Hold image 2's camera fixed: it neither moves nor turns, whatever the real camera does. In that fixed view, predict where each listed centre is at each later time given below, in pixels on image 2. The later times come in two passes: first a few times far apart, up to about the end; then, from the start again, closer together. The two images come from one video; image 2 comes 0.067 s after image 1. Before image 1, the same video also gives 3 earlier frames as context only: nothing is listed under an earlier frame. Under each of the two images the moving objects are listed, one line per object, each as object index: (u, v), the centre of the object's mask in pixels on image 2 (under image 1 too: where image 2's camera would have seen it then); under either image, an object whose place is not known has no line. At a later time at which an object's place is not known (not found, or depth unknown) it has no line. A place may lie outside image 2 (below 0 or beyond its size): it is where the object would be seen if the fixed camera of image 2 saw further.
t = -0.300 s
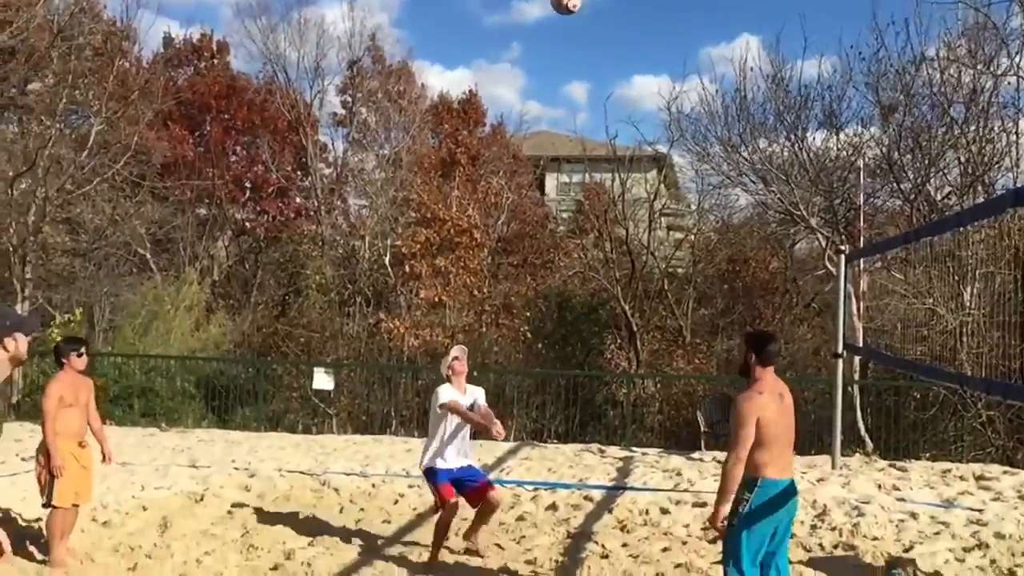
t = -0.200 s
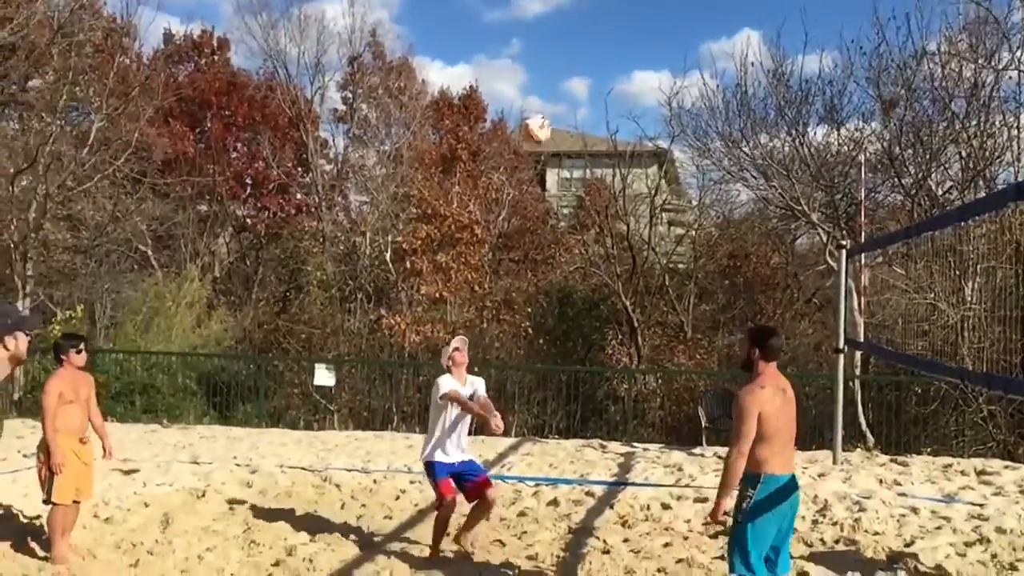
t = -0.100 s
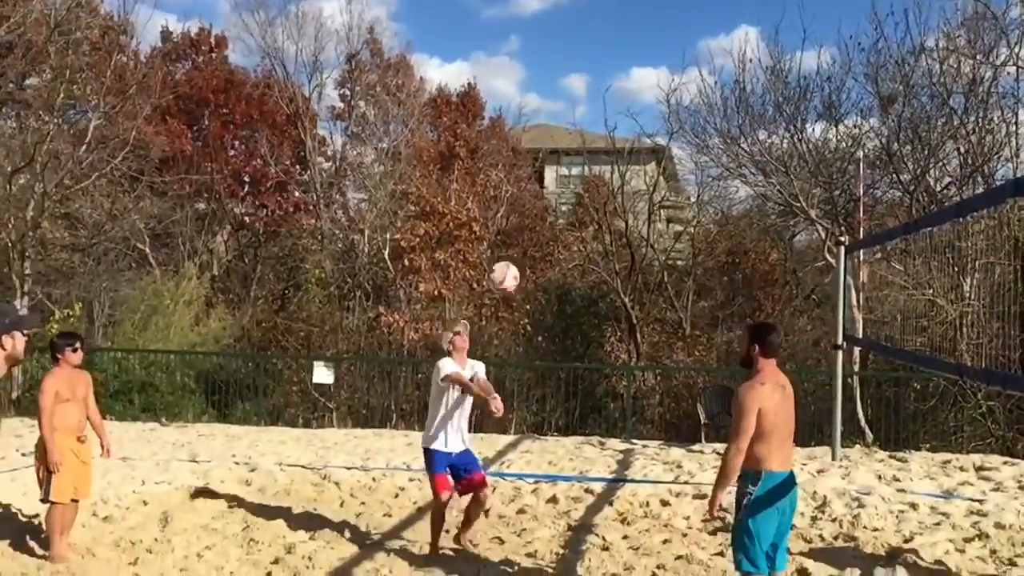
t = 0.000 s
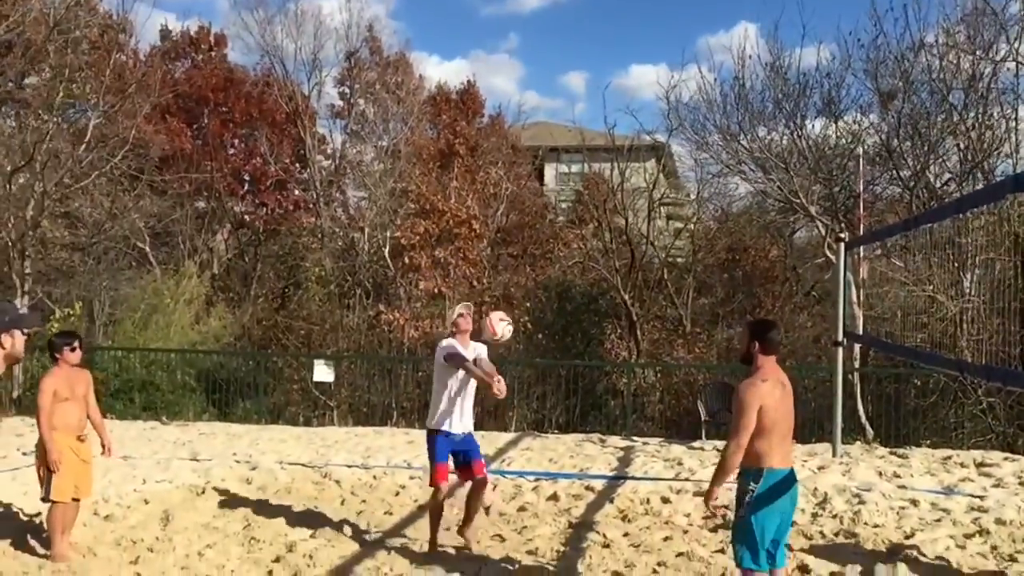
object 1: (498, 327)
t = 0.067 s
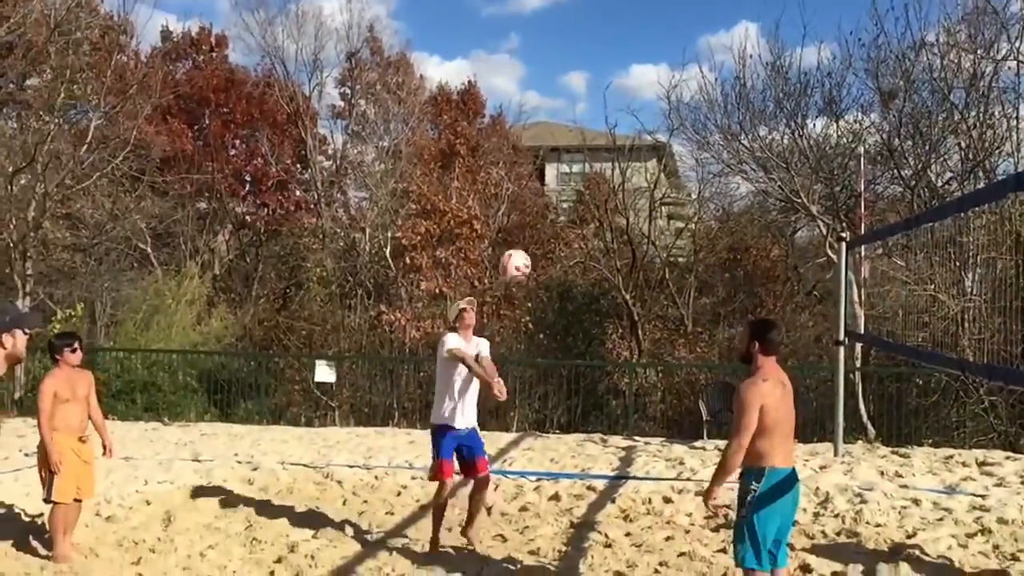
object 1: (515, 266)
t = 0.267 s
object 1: (564, 111)
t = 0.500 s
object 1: (625, 3)
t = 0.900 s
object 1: (729, 3)
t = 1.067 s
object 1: (773, 86)
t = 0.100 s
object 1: (523, 237)
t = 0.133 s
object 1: (531, 208)
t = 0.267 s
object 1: (564, 111)
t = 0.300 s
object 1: (572, 92)
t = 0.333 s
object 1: (581, 72)
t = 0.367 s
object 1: (590, 54)
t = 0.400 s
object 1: (599, 38)
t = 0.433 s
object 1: (607, 24)
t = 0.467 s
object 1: (616, 11)
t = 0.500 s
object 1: (625, 3)
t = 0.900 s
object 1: (729, 3)
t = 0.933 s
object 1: (738, 16)
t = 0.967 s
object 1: (746, 31)
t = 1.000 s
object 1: (755, 48)
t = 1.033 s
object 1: (764, 66)
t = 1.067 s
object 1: (773, 86)
